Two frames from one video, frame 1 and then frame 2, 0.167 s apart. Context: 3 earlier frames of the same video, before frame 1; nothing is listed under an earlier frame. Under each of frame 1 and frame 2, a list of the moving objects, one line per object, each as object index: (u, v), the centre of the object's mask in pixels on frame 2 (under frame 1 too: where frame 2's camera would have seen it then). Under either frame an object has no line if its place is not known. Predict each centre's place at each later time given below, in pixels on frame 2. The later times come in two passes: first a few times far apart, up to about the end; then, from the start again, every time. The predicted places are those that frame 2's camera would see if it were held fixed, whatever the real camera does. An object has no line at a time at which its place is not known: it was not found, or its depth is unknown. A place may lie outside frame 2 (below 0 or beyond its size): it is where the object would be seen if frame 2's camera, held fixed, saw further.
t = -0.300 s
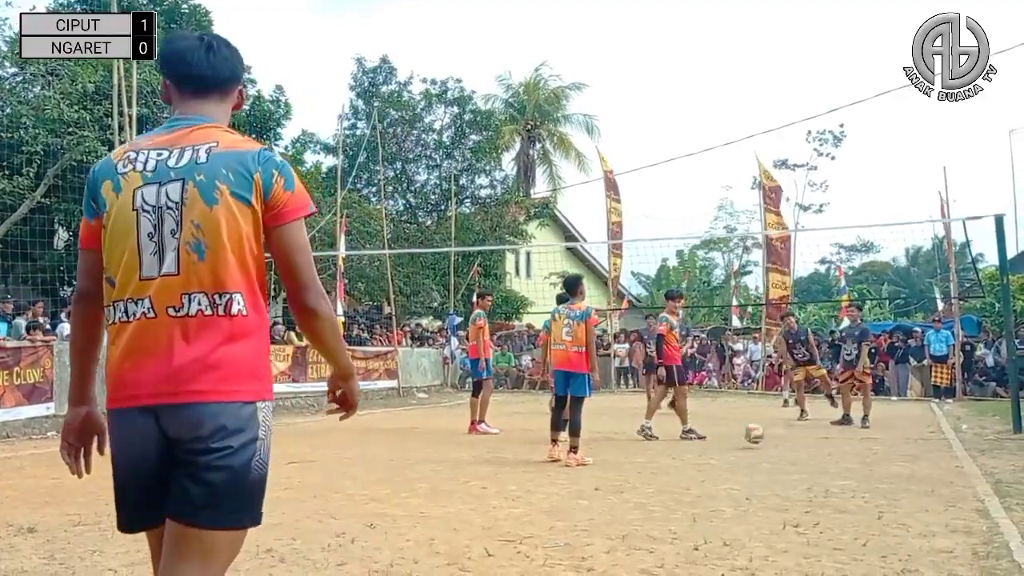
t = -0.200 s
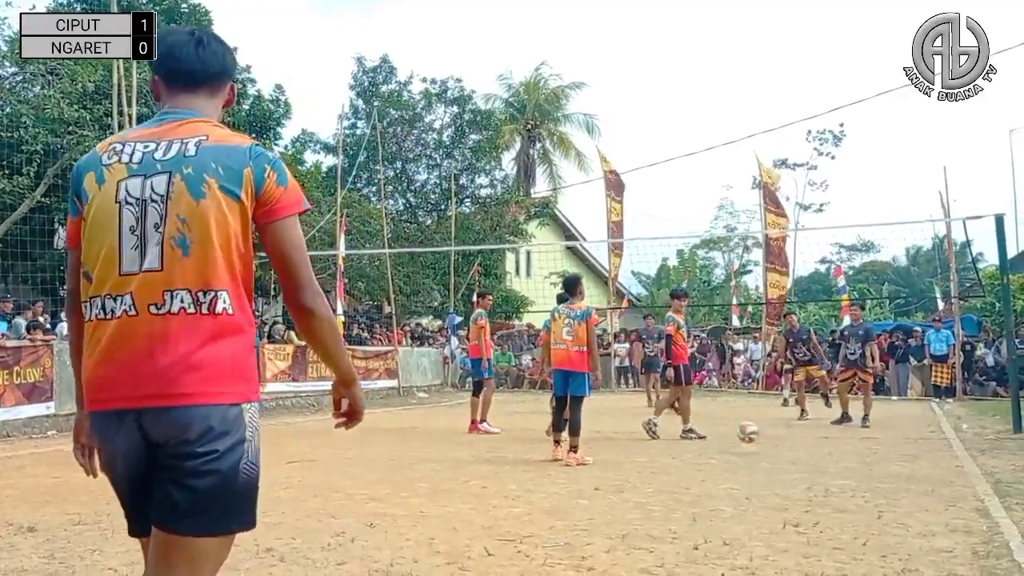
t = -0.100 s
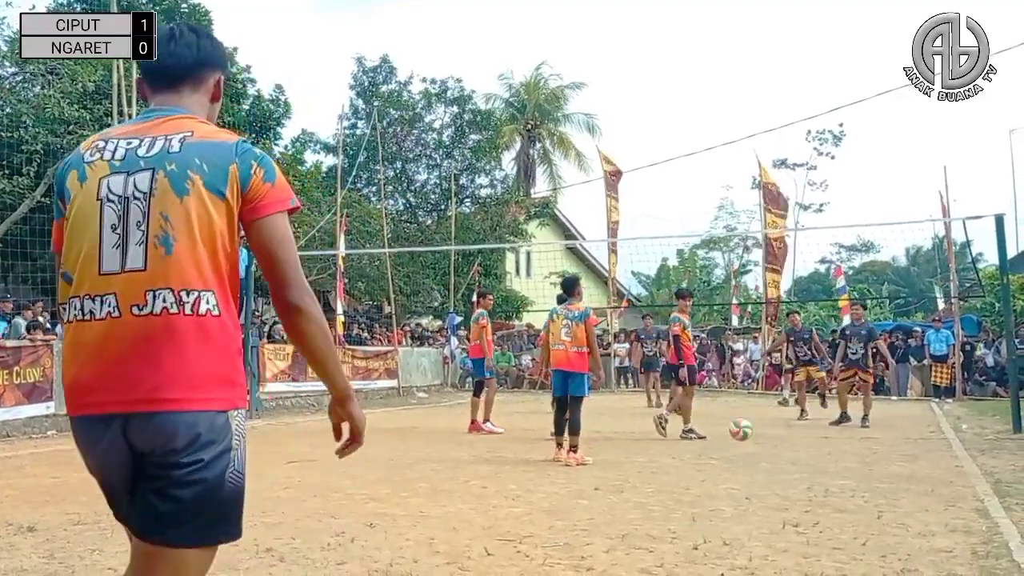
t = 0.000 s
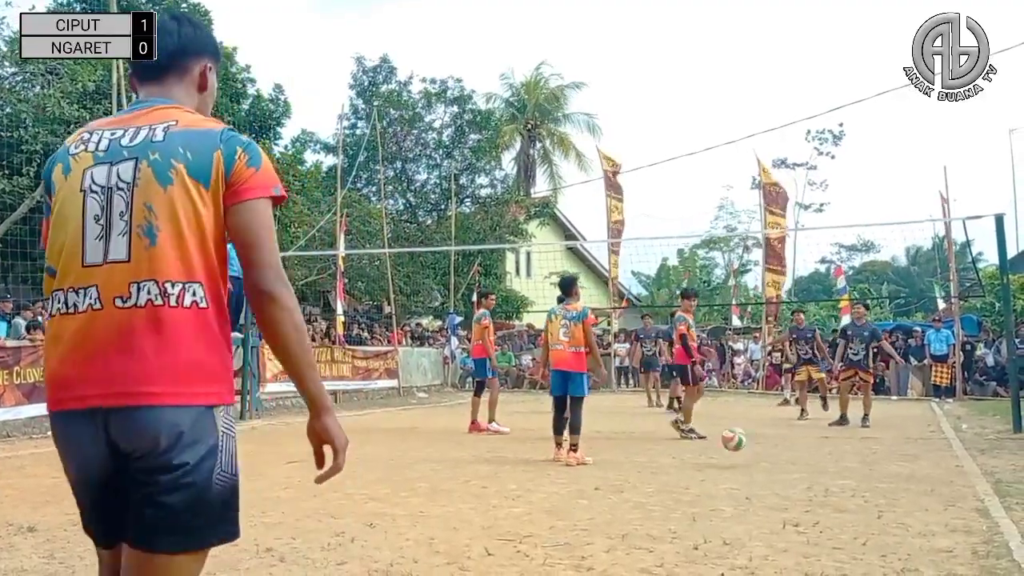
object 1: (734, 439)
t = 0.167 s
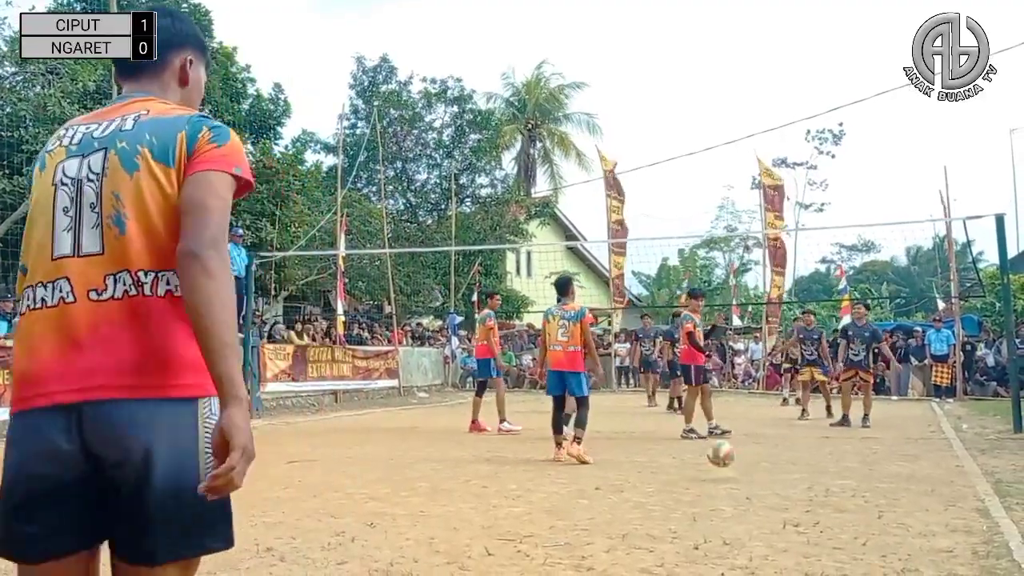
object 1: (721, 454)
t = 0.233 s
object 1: (716, 452)
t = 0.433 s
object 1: (694, 491)
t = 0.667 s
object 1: (654, 495)
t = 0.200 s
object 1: (718, 452)
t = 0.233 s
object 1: (716, 452)
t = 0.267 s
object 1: (711, 454)
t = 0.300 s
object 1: (708, 456)
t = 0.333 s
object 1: (704, 462)
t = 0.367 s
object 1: (701, 469)
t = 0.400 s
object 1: (697, 479)
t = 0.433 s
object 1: (694, 491)
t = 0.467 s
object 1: (689, 492)
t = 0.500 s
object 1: (684, 487)
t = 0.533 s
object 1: (678, 484)
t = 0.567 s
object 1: (672, 484)
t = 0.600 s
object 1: (667, 485)
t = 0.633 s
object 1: (661, 489)
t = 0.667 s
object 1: (654, 495)
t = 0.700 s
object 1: (647, 504)
